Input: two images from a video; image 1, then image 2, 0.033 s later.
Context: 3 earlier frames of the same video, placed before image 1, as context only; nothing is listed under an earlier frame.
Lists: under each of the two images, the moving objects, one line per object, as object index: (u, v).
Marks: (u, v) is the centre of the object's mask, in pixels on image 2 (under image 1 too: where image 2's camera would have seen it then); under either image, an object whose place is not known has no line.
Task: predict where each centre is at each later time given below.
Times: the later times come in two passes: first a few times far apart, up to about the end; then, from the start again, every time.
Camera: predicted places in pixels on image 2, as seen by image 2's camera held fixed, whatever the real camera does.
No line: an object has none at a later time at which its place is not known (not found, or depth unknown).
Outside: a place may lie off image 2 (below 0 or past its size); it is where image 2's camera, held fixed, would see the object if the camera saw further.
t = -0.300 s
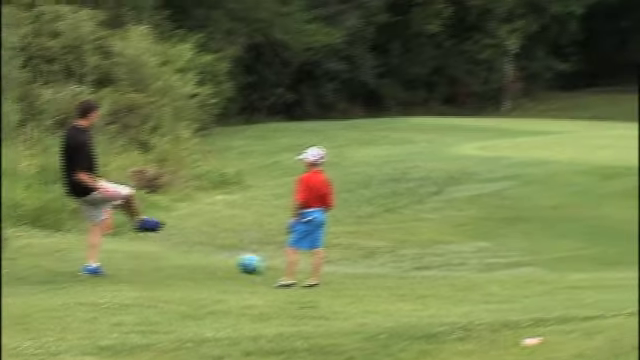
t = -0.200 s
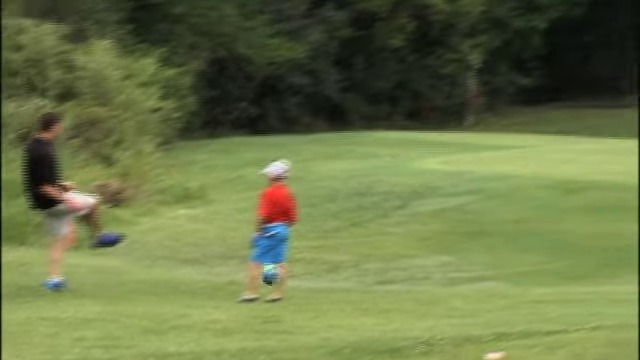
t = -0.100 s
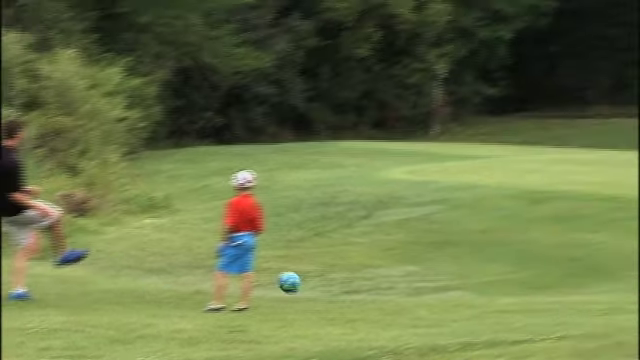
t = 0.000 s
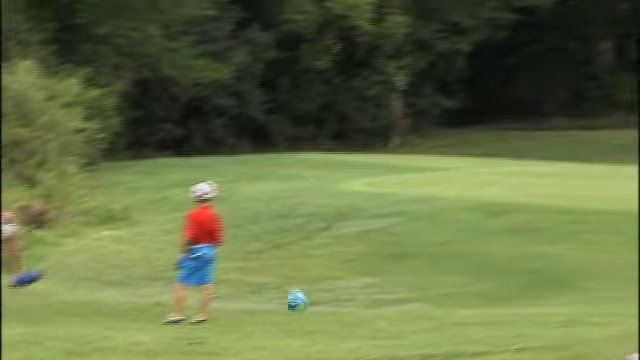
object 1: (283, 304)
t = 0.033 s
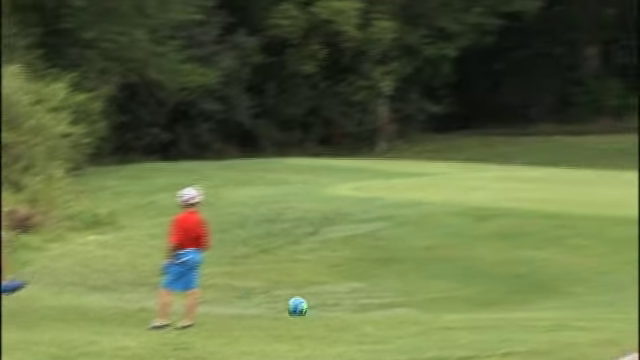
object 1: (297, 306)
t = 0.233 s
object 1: (372, 304)
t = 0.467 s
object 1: (444, 305)
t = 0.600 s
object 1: (483, 302)
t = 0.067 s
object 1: (311, 305)
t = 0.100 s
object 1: (324, 305)
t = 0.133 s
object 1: (337, 306)
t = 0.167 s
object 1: (349, 306)
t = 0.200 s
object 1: (360, 305)
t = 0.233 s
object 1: (372, 304)
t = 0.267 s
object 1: (383, 305)
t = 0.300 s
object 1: (393, 306)
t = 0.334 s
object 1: (403, 306)
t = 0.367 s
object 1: (414, 304)
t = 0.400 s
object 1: (425, 303)
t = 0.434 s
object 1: (435, 303)
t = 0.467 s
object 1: (444, 305)
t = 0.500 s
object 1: (455, 304)
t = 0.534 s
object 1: (465, 303)
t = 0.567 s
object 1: (474, 302)
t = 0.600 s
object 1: (483, 302)
